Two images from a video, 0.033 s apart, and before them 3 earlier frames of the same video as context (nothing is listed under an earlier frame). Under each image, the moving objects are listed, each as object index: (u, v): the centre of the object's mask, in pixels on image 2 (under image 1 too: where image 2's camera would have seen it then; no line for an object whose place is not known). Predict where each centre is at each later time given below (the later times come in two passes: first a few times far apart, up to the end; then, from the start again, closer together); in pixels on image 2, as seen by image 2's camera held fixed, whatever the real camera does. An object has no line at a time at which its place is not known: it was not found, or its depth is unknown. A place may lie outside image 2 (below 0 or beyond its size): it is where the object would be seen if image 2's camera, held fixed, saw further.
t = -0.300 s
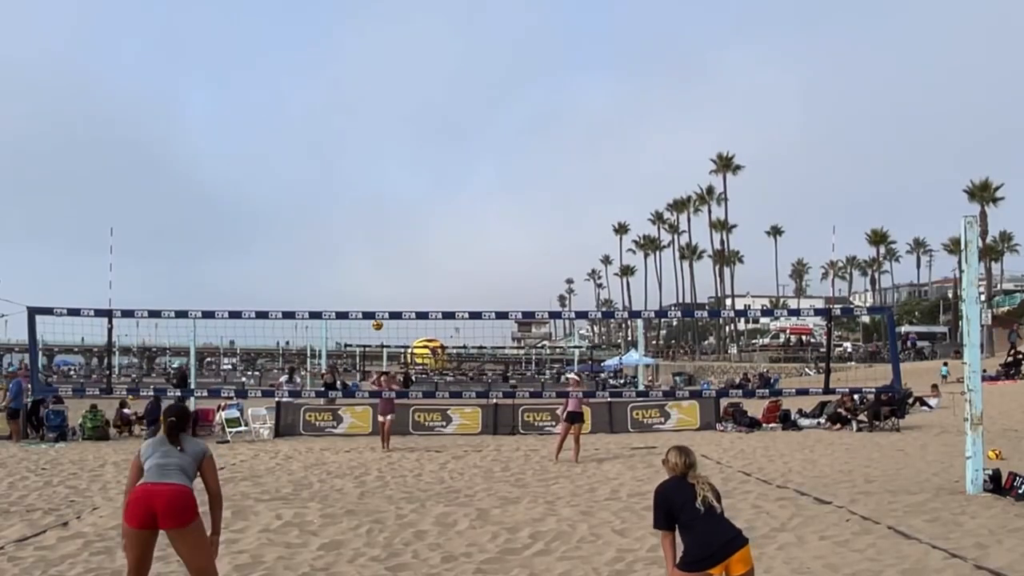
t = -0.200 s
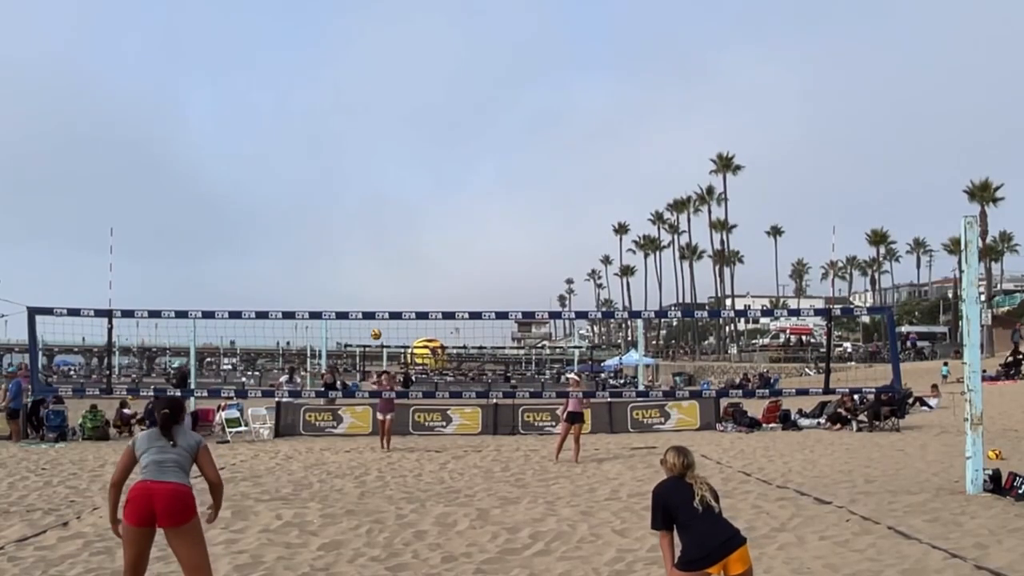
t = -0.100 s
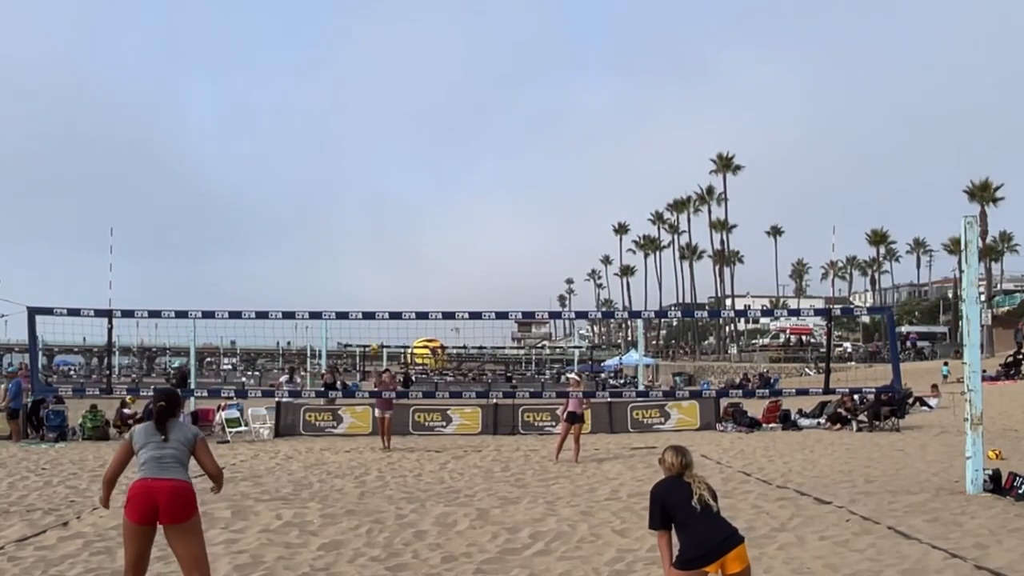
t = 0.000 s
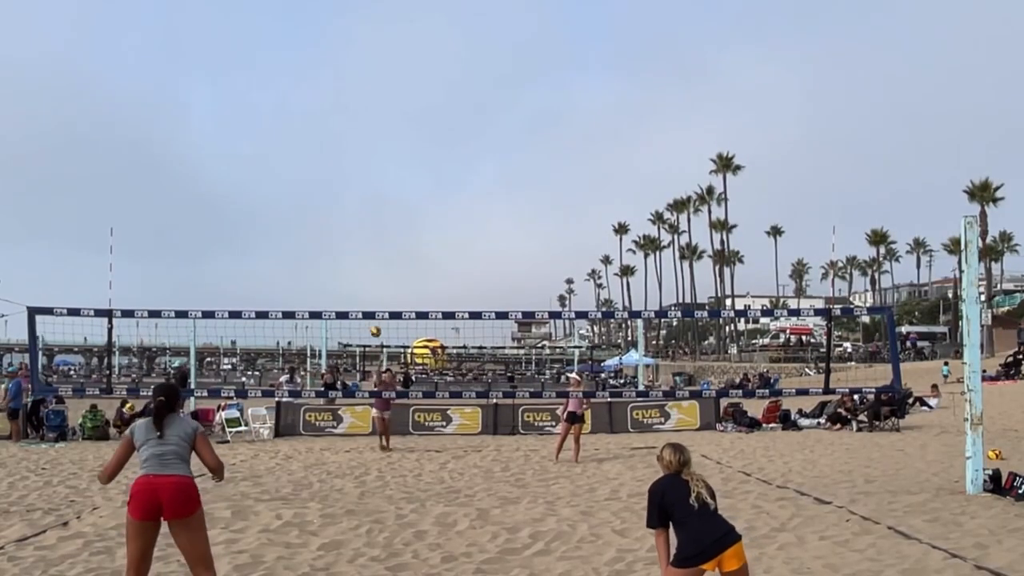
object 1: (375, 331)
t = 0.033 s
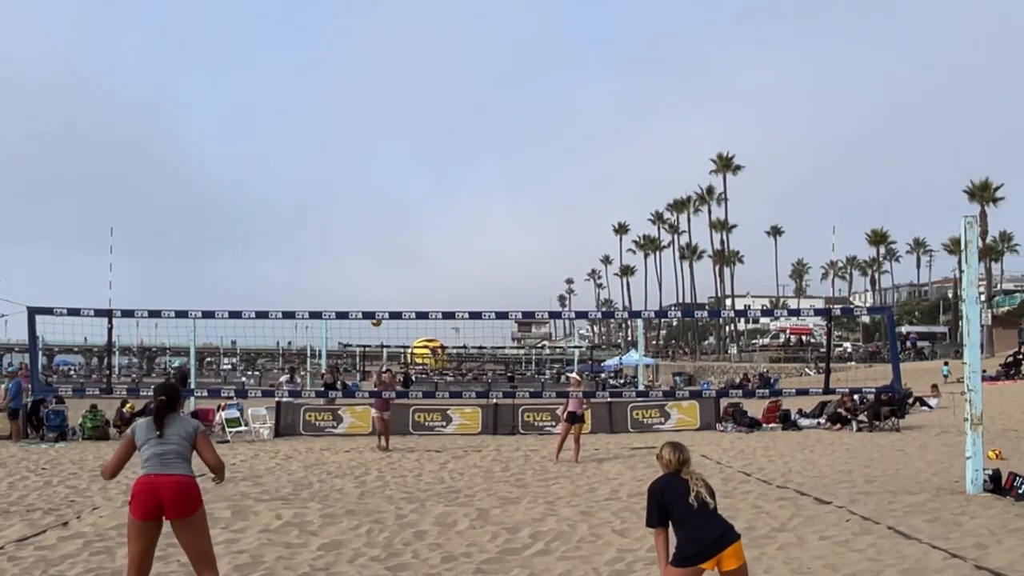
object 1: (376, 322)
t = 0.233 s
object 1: (381, 261)
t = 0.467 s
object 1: (388, 210)
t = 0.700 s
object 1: (394, 196)
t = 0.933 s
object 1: (400, 240)
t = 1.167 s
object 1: (410, 380)
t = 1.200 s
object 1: (412, 412)
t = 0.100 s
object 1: (377, 299)
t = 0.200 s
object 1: (380, 270)
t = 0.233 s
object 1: (381, 261)
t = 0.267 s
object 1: (383, 252)
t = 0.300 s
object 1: (384, 243)
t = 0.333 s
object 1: (385, 236)
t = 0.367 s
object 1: (386, 229)
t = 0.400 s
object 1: (387, 221)
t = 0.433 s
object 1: (387, 216)
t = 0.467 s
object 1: (388, 210)
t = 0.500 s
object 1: (389, 205)
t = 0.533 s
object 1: (389, 202)
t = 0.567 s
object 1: (390, 199)
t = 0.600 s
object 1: (391, 196)
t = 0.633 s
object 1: (392, 195)
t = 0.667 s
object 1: (394, 195)
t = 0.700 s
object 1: (394, 196)
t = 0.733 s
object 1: (395, 198)
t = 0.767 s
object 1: (395, 202)
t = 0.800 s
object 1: (396, 206)
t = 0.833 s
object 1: (397, 213)
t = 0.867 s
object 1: (398, 220)
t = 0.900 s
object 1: (400, 230)
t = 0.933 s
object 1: (400, 240)
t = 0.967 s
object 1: (400, 253)
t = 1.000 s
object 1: (401, 268)
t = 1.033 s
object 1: (403, 285)
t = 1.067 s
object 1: (404, 304)
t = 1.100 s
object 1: (405, 327)
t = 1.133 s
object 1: (409, 353)
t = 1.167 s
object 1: (410, 380)
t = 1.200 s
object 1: (412, 412)
